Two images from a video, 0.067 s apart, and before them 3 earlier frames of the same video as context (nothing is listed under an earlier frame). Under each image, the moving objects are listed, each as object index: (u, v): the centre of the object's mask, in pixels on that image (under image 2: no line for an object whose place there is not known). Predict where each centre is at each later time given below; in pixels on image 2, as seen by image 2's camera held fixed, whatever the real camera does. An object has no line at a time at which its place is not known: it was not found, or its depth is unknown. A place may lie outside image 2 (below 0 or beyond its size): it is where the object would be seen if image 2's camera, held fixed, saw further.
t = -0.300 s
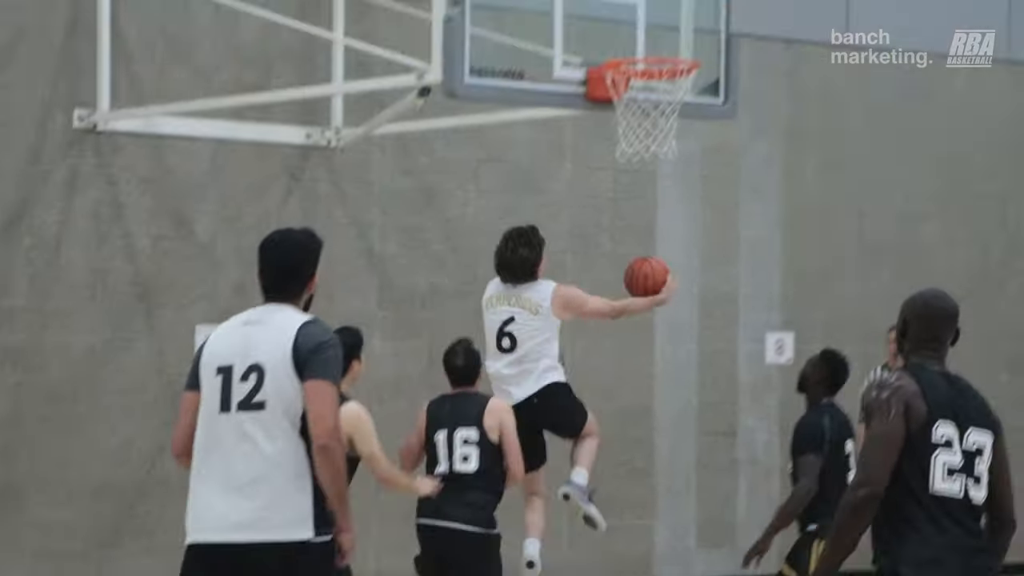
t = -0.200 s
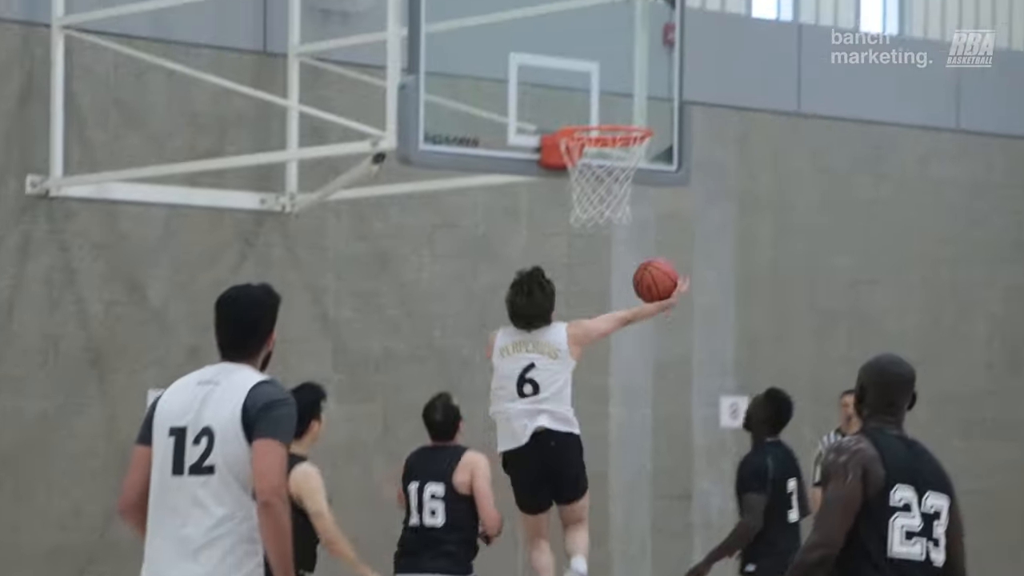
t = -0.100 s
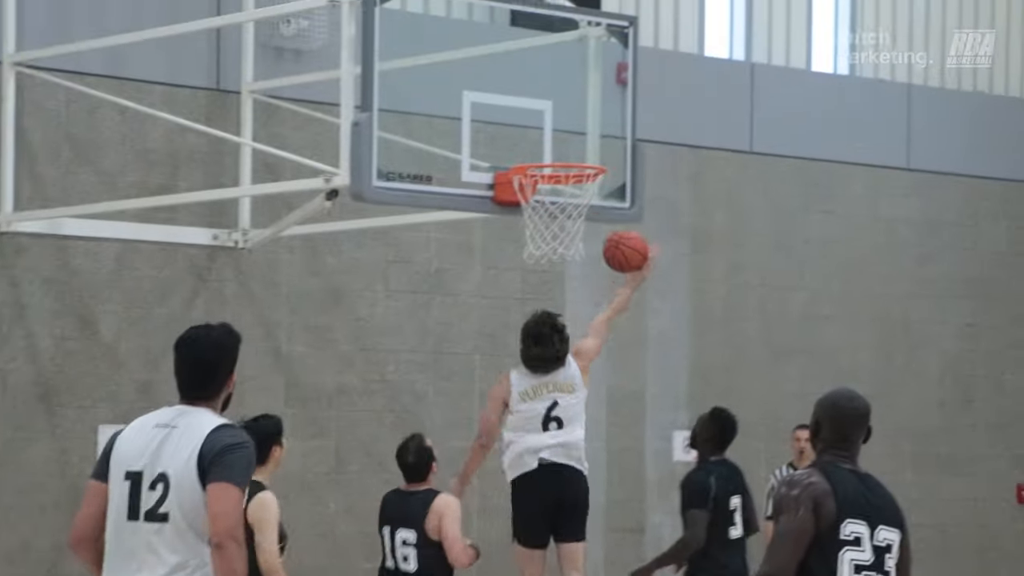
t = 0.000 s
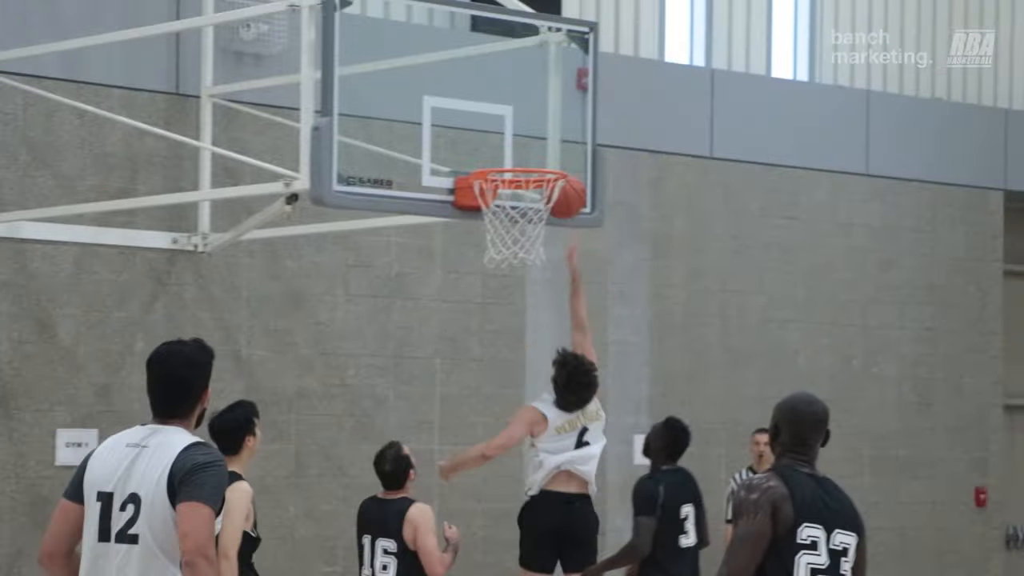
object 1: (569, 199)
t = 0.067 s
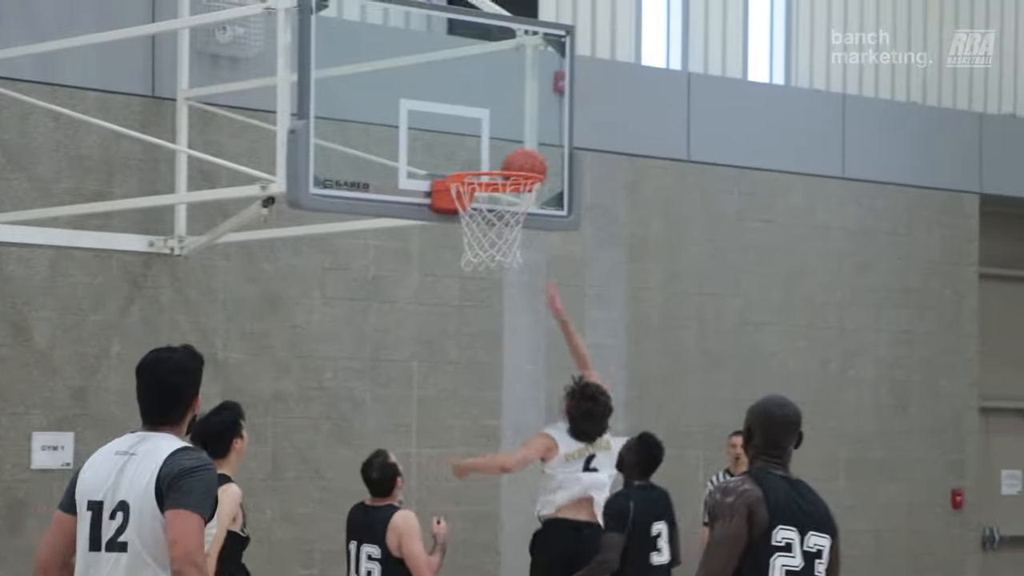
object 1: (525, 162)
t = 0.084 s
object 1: (520, 158)
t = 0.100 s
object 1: (516, 156)
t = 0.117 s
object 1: (512, 153)
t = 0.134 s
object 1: (507, 150)
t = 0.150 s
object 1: (503, 147)
